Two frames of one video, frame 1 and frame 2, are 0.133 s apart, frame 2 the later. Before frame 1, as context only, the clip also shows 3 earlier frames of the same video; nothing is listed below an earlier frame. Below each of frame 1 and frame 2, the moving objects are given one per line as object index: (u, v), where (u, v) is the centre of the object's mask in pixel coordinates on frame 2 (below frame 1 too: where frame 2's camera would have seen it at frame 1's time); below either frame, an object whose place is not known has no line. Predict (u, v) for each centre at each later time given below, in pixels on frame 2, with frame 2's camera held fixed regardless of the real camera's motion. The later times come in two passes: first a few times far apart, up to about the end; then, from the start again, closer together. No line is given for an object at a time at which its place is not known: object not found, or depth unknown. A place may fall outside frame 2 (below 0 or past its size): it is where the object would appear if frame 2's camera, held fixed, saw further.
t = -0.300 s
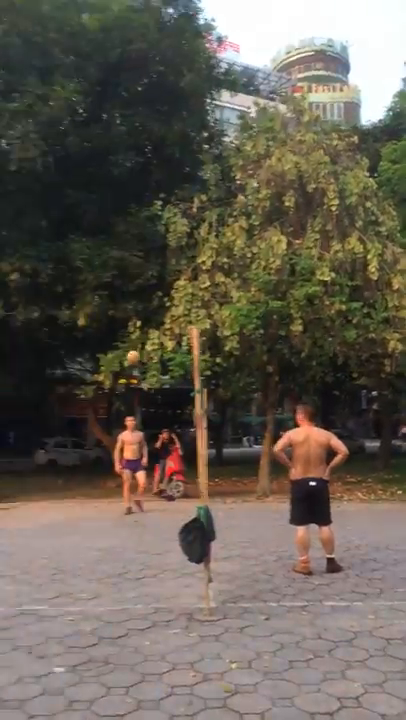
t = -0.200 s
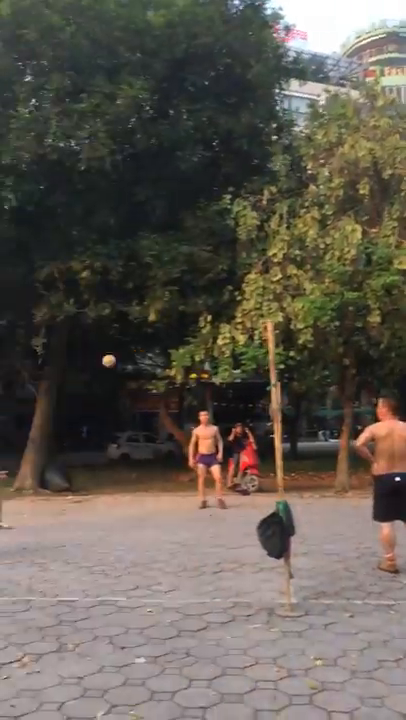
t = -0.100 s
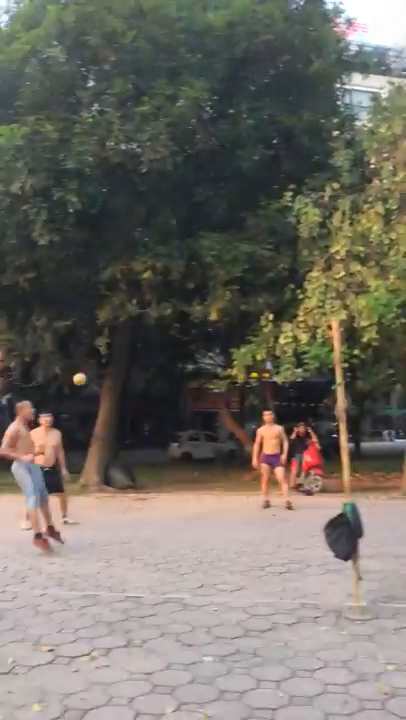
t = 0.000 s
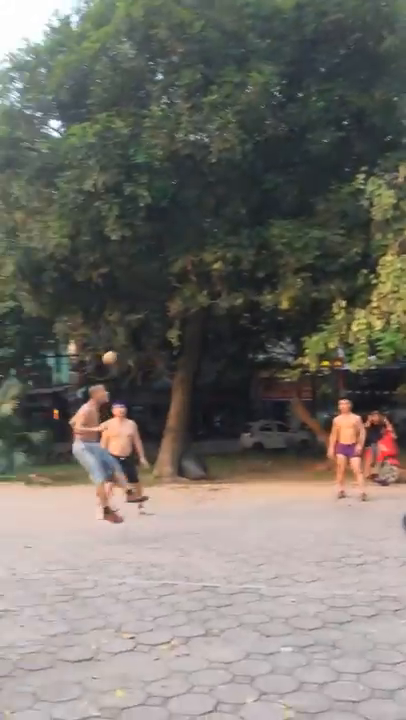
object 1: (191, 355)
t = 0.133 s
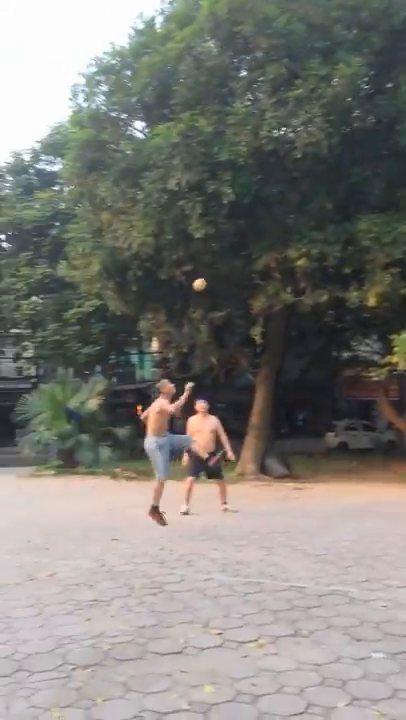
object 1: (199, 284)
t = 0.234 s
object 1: (203, 242)
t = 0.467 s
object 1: (210, 178)
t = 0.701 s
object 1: (216, 159)
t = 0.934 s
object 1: (223, 182)
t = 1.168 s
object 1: (230, 243)
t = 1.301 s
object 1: (235, 296)
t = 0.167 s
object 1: (200, 269)
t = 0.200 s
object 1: (201, 255)
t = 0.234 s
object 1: (203, 242)
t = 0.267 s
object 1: (205, 231)
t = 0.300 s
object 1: (205, 219)
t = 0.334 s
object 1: (206, 209)
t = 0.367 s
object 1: (207, 201)
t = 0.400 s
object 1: (208, 192)
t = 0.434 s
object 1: (209, 185)
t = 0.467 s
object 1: (210, 178)
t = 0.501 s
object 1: (211, 173)
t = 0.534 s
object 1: (212, 168)
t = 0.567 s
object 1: (213, 164)
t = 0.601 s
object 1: (214, 162)
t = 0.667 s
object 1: (216, 159)
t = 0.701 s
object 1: (216, 159)
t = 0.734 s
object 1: (217, 160)
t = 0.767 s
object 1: (218, 161)
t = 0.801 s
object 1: (219, 164)
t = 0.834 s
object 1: (220, 168)
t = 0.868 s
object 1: (221, 172)
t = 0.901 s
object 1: (222, 176)
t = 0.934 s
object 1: (223, 182)
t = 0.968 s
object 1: (224, 188)
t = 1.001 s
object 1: (225, 196)
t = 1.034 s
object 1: (226, 203)
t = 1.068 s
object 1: (227, 213)
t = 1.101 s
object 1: (228, 222)
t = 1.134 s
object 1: (229, 232)
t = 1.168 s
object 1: (230, 243)
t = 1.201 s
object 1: (231, 256)
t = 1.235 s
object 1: (233, 268)
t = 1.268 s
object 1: (234, 282)
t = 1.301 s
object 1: (235, 296)
